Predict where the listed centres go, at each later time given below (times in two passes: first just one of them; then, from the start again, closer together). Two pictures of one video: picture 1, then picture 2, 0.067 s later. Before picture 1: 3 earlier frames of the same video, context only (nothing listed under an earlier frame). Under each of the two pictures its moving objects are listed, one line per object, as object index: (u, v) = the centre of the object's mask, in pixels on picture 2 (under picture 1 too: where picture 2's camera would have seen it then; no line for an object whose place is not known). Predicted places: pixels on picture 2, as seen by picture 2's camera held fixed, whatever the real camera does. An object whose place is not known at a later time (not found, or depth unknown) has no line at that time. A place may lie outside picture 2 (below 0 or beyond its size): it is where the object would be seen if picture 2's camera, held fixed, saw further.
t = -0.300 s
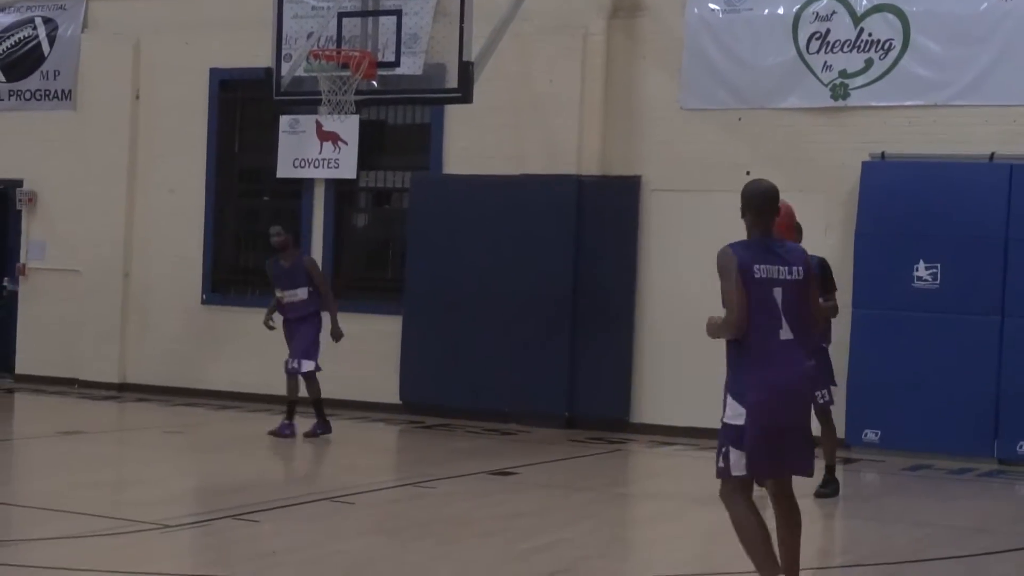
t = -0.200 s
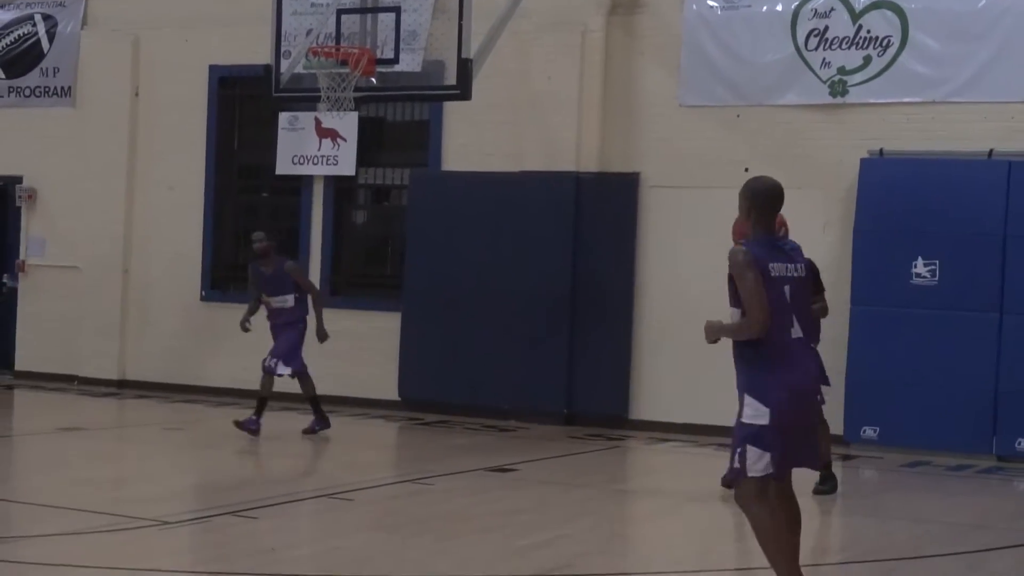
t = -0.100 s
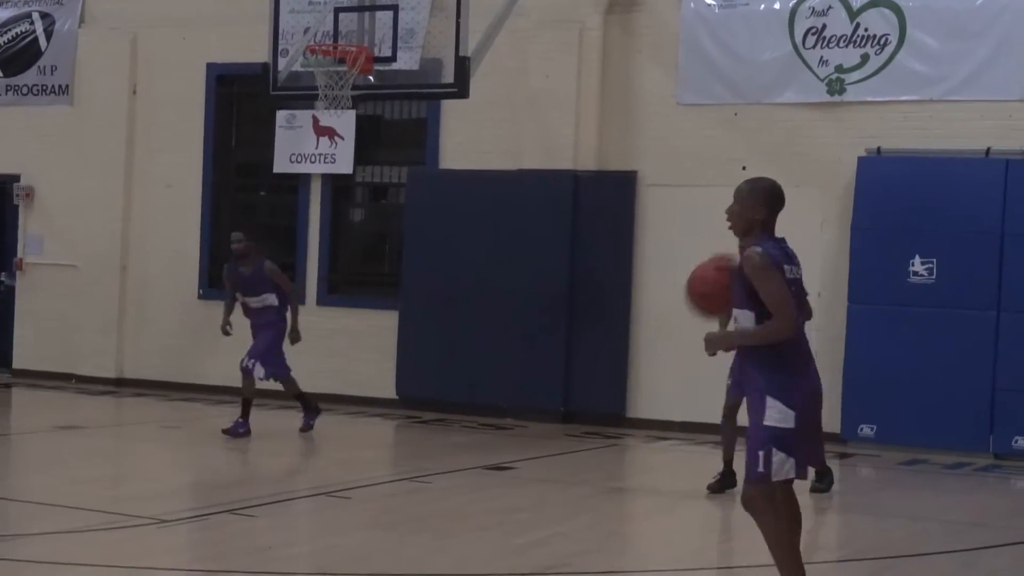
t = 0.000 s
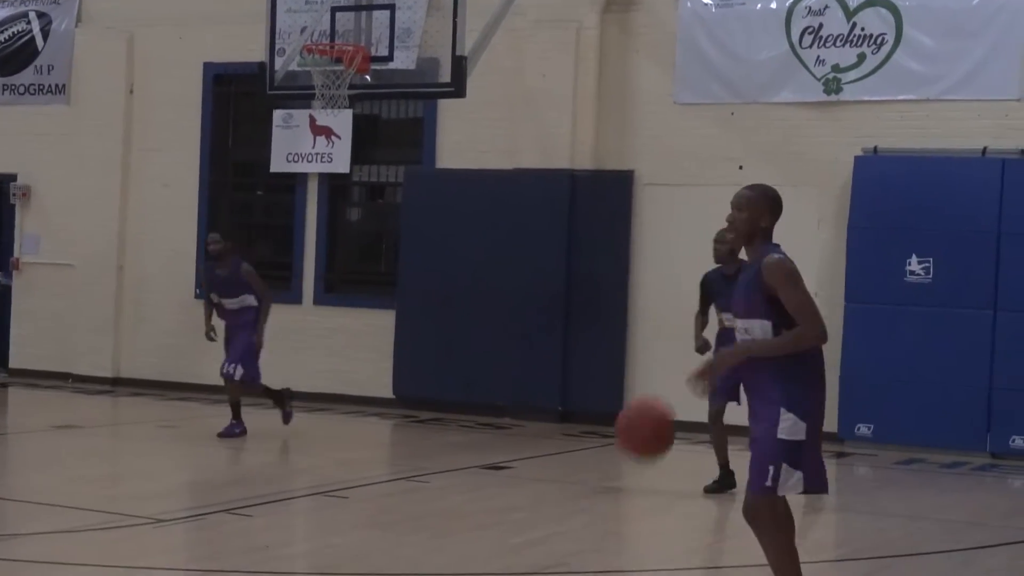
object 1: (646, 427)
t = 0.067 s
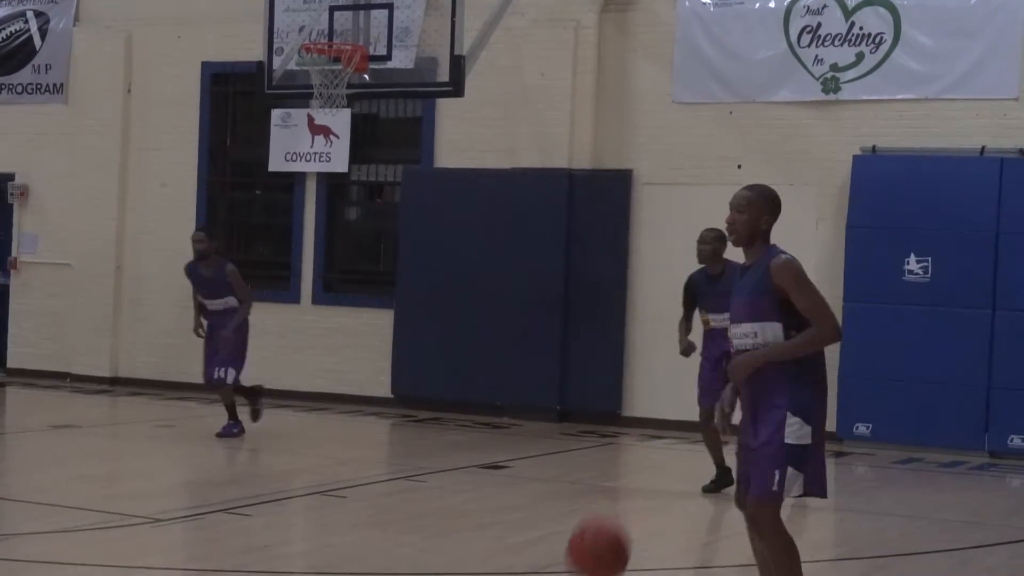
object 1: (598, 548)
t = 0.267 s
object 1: (543, 402)
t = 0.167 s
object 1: (562, 529)
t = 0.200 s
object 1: (556, 487)
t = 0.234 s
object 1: (549, 441)
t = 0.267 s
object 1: (543, 402)
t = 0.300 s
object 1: (535, 364)
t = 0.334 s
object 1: (529, 329)
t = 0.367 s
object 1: (521, 296)
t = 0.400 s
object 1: (514, 265)
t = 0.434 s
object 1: (505, 236)
